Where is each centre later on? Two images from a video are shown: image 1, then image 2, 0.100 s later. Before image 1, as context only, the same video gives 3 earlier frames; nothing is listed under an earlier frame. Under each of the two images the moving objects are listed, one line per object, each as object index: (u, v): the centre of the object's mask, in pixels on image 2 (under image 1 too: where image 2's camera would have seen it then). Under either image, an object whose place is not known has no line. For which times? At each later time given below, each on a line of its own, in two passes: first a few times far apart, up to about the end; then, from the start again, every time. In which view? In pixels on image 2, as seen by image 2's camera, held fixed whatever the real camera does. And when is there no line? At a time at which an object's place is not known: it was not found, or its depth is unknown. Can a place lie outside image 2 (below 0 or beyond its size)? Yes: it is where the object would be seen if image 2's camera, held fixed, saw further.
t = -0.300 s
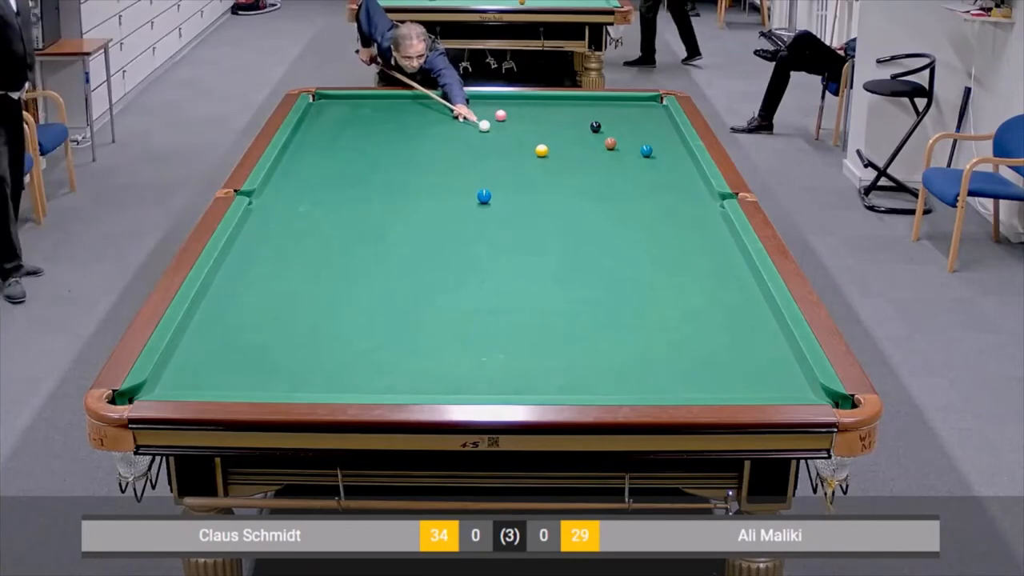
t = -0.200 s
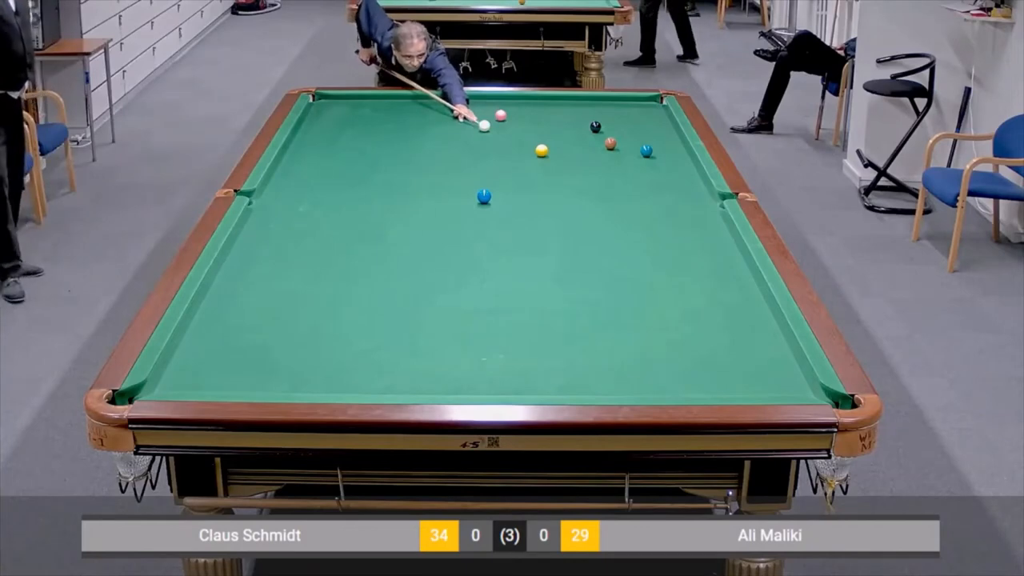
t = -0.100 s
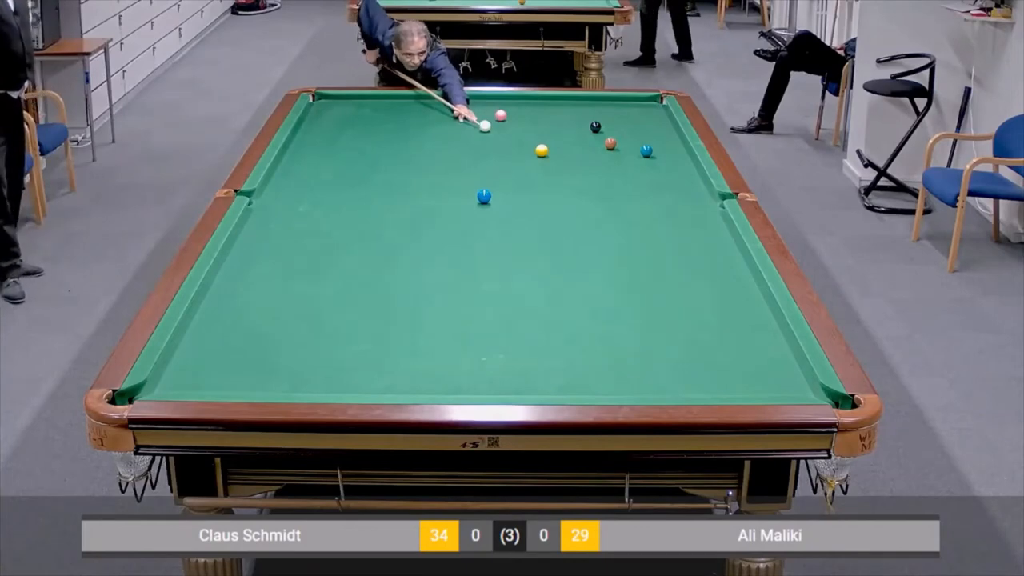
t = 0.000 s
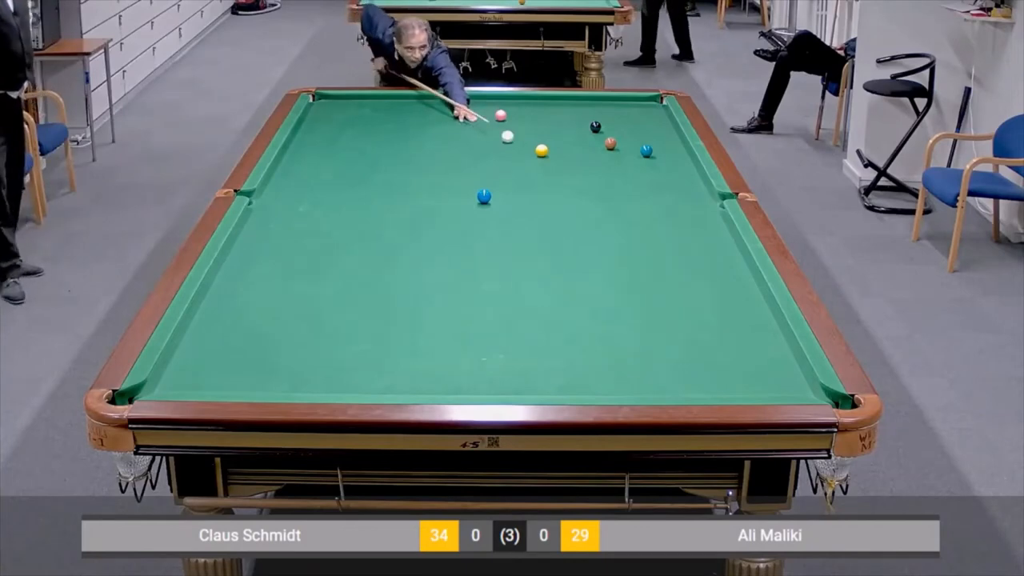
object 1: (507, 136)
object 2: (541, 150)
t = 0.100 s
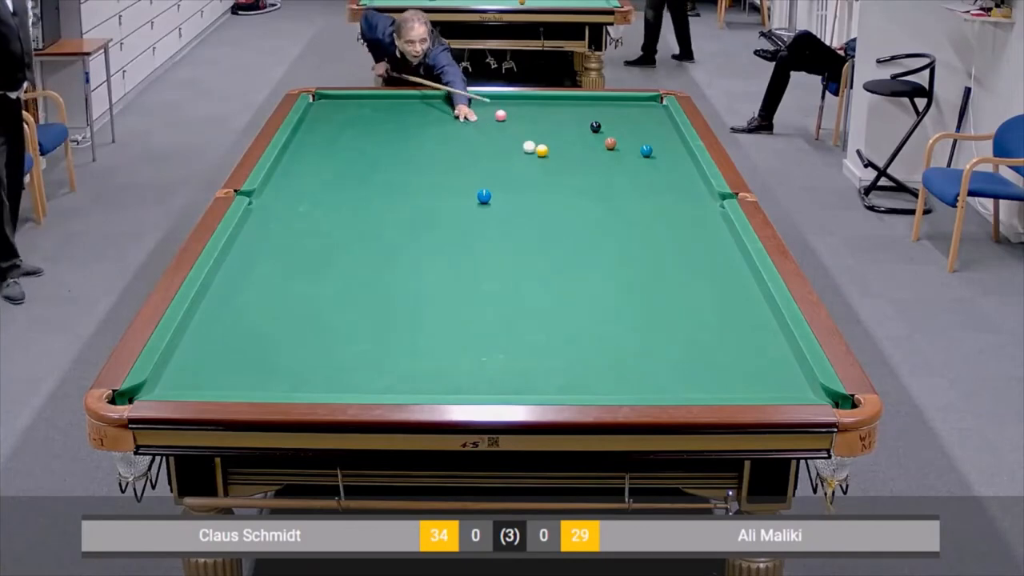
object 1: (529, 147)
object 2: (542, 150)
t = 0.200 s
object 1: (526, 150)
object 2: (565, 156)
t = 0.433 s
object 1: (513, 154)
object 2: (625, 171)
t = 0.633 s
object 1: (502, 158)
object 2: (670, 183)
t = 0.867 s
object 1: (490, 163)
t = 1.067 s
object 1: (480, 166)
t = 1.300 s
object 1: (468, 170)
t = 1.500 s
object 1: (459, 173)
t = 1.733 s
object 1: (448, 177)
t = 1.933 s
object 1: (440, 180)
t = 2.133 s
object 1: (432, 182)
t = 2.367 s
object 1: (423, 185)
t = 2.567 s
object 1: (416, 187)
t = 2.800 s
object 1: (409, 190)
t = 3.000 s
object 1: (403, 192)
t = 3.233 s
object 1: (397, 194)
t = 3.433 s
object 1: (392, 195)
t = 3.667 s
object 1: (388, 196)
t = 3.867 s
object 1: (385, 197)
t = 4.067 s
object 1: (383, 198)
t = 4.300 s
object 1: (381, 198)
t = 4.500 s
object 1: (380, 198)
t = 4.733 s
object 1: (380, 199)
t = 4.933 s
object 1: (380, 199)
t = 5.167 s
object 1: (380, 199)
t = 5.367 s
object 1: (380, 199)
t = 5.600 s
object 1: (380, 199)
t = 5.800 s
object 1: (380, 199)
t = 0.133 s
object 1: (530, 148)
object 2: (547, 151)
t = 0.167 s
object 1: (528, 149)
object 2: (556, 154)
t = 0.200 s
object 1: (526, 150)
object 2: (565, 156)
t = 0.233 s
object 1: (524, 151)
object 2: (574, 158)
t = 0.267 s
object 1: (523, 151)
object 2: (584, 161)
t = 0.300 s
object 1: (521, 152)
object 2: (592, 163)
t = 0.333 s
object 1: (519, 153)
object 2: (601, 165)
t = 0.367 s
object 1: (517, 153)
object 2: (609, 167)
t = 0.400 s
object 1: (515, 154)
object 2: (617, 169)
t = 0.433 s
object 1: (513, 154)
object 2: (625, 171)
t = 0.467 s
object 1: (511, 155)
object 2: (632, 173)
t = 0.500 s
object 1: (510, 156)
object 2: (640, 175)
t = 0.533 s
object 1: (508, 157)
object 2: (647, 177)
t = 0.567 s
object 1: (506, 157)
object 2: (655, 179)
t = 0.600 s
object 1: (504, 158)
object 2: (663, 181)
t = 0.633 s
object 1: (502, 158)
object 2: (670, 183)
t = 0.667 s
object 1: (500, 159)
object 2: (678, 185)
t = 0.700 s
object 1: (499, 160)
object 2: (686, 187)
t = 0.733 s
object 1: (497, 160)
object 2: (693, 189)
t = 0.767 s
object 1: (495, 161)
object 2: (701, 191)
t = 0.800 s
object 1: (493, 161)
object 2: (709, 193)
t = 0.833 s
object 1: (492, 162)
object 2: (716, 195)
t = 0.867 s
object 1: (490, 163)
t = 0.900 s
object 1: (488, 163)
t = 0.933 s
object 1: (486, 164)
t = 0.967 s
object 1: (485, 164)
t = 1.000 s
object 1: (483, 165)
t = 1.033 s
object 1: (481, 165)
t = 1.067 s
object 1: (480, 166)
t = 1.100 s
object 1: (478, 166)
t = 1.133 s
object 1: (476, 167)
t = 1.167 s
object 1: (475, 168)
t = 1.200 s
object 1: (473, 168)
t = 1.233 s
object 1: (471, 169)
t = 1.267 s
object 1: (470, 169)
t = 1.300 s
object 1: (468, 170)
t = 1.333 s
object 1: (466, 170)
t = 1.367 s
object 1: (465, 171)
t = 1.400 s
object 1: (463, 172)
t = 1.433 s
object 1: (462, 172)
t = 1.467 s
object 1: (460, 173)
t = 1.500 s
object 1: (459, 173)
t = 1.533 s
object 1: (457, 174)
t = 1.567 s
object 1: (456, 174)
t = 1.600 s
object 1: (454, 175)
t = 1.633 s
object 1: (453, 175)
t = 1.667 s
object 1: (451, 176)
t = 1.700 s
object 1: (450, 176)
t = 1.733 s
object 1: (448, 177)
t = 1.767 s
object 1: (447, 177)
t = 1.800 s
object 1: (445, 177)
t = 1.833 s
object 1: (444, 178)
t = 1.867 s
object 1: (442, 178)
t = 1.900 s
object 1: (441, 179)
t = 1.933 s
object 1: (440, 180)
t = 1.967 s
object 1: (438, 180)
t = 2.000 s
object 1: (437, 181)
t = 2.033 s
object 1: (435, 181)
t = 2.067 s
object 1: (434, 181)
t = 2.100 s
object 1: (433, 182)
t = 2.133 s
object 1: (432, 182)
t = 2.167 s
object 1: (430, 183)
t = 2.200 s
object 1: (429, 183)
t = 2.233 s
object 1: (428, 183)
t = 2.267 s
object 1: (427, 184)
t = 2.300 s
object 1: (425, 184)
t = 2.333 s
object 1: (424, 185)
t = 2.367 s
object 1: (423, 185)
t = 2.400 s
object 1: (422, 186)
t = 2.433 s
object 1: (420, 186)
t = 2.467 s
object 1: (419, 186)
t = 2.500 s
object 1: (418, 187)
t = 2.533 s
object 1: (417, 187)
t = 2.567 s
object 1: (416, 187)
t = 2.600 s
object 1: (415, 188)
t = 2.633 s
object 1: (414, 188)
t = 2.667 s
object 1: (412, 188)
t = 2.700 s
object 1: (411, 189)
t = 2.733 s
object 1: (410, 189)
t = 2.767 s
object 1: (409, 189)
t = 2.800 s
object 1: (409, 190)
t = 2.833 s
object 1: (407, 190)
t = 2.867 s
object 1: (406, 190)
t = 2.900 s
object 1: (405, 191)
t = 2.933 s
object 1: (404, 191)
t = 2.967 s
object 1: (403, 191)
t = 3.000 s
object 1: (403, 192)
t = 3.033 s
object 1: (402, 192)
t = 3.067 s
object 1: (401, 192)
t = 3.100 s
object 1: (400, 193)
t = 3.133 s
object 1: (399, 193)
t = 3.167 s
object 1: (398, 193)
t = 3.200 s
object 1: (397, 193)
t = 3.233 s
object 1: (397, 194)
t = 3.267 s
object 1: (396, 194)
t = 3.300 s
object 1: (395, 194)
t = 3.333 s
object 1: (394, 194)
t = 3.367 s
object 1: (394, 195)
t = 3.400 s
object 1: (393, 195)
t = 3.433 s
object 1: (392, 195)
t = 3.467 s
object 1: (392, 195)
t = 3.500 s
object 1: (391, 195)
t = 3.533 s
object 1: (390, 195)
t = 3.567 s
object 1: (390, 196)
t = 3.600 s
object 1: (389, 196)
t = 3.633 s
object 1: (389, 196)
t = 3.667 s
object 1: (388, 196)
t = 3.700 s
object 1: (387, 196)
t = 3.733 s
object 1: (387, 197)
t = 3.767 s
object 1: (386, 197)
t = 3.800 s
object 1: (386, 197)
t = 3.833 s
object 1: (385, 197)
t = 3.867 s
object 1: (385, 197)
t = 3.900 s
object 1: (385, 197)
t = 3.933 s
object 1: (384, 197)
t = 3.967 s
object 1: (384, 197)
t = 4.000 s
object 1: (383, 198)
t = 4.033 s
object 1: (383, 198)
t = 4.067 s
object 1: (383, 198)
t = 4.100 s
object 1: (382, 198)
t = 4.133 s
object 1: (382, 198)
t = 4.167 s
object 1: (382, 198)
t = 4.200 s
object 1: (382, 198)
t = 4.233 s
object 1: (381, 198)
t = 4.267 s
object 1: (381, 198)
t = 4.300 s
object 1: (381, 198)
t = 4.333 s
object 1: (381, 198)
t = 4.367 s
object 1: (381, 198)
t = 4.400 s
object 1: (381, 198)
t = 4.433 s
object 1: (380, 198)
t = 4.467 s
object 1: (380, 198)
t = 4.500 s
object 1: (380, 198)
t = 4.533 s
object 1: (380, 198)
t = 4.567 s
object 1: (380, 198)
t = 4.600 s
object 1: (380, 198)
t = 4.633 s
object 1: (380, 199)
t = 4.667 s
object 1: (380, 199)
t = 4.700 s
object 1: (380, 199)
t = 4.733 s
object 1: (380, 199)
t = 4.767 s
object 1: (380, 199)
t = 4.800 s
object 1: (380, 199)
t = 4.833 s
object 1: (380, 199)
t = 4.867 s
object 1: (380, 199)
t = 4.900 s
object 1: (380, 199)
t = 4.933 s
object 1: (380, 199)
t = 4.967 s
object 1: (380, 199)
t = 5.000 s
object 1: (380, 199)
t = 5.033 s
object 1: (380, 199)
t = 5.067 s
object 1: (380, 199)
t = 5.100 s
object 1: (380, 199)
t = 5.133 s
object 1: (380, 199)
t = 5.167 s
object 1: (380, 199)
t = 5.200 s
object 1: (380, 199)
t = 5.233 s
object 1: (380, 199)
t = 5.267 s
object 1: (380, 199)
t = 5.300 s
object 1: (380, 199)
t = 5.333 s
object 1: (380, 199)
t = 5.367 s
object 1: (380, 199)
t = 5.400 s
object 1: (380, 199)
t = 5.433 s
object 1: (380, 199)
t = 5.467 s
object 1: (380, 199)
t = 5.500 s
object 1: (380, 199)
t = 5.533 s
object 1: (380, 199)
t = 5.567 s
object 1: (380, 199)
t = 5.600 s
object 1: (380, 199)
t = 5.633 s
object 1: (380, 199)
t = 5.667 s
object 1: (380, 199)
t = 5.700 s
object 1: (380, 199)
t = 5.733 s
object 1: (380, 199)
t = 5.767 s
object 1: (380, 199)
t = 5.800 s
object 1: (380, 199)
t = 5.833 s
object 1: (380, 199)
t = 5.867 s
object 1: (380, 199)
